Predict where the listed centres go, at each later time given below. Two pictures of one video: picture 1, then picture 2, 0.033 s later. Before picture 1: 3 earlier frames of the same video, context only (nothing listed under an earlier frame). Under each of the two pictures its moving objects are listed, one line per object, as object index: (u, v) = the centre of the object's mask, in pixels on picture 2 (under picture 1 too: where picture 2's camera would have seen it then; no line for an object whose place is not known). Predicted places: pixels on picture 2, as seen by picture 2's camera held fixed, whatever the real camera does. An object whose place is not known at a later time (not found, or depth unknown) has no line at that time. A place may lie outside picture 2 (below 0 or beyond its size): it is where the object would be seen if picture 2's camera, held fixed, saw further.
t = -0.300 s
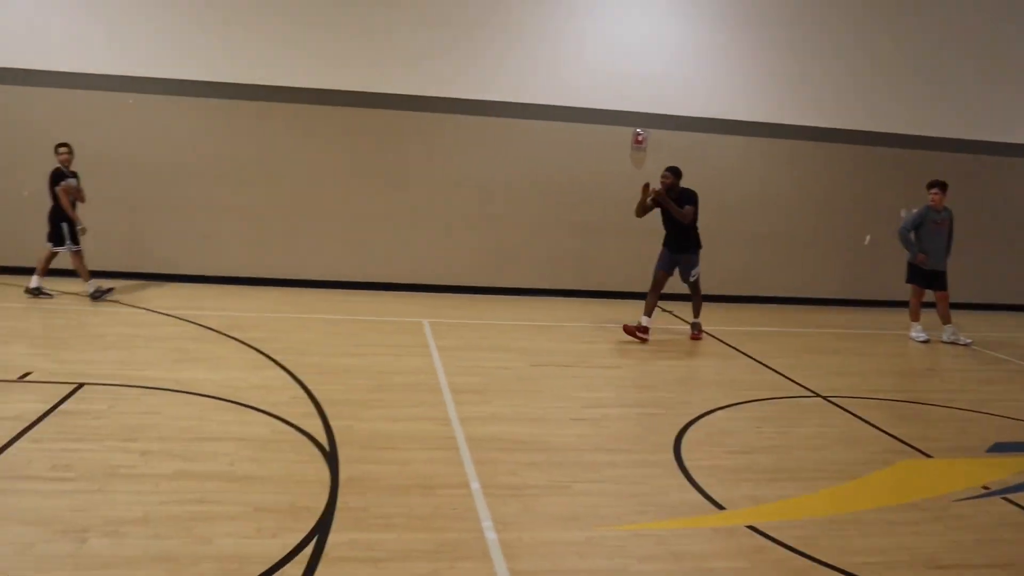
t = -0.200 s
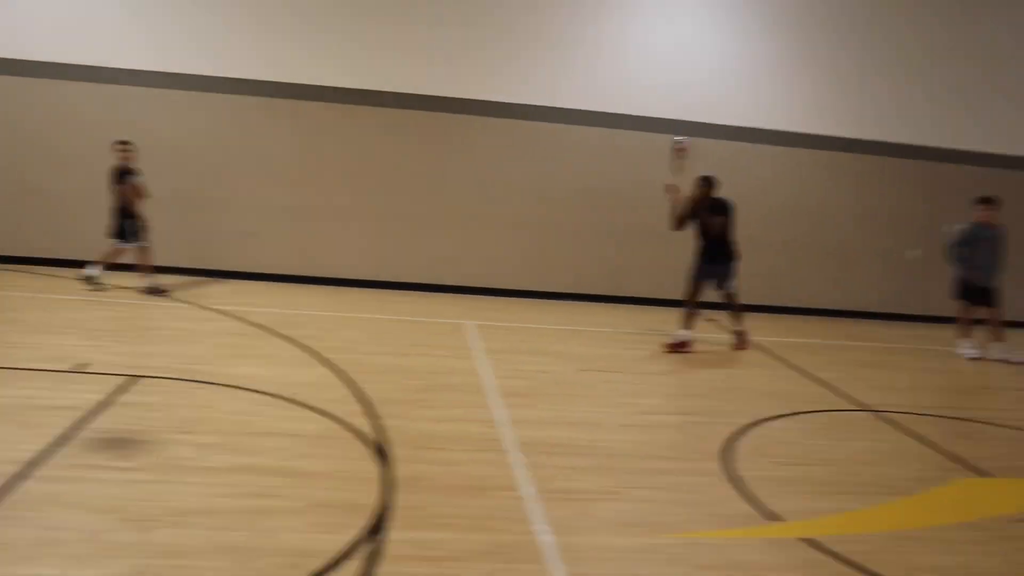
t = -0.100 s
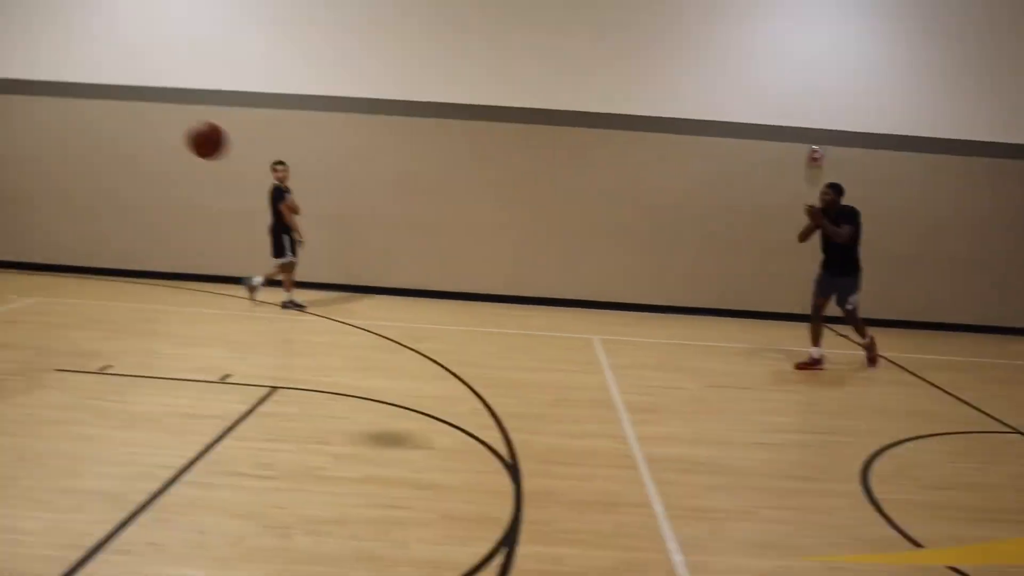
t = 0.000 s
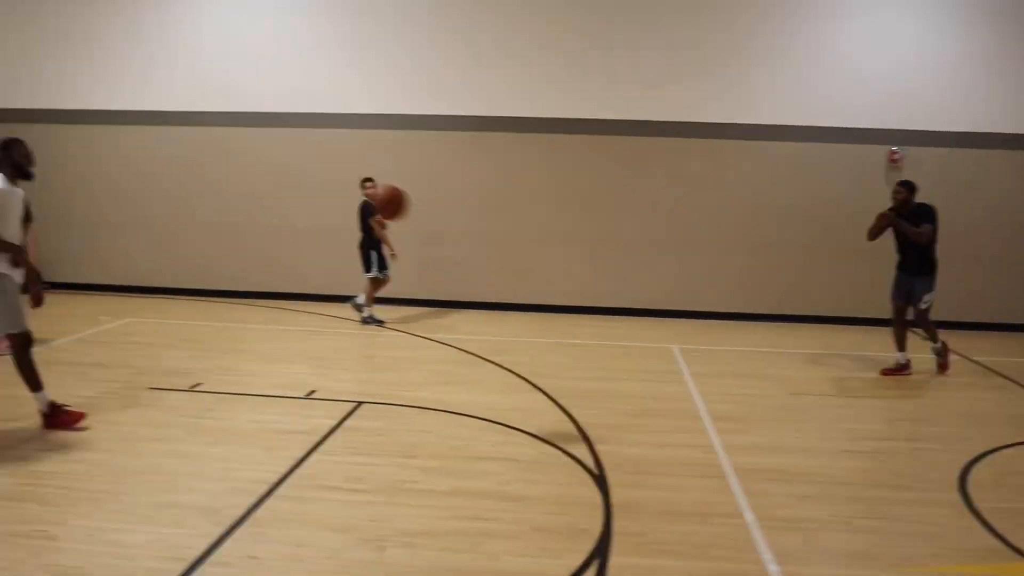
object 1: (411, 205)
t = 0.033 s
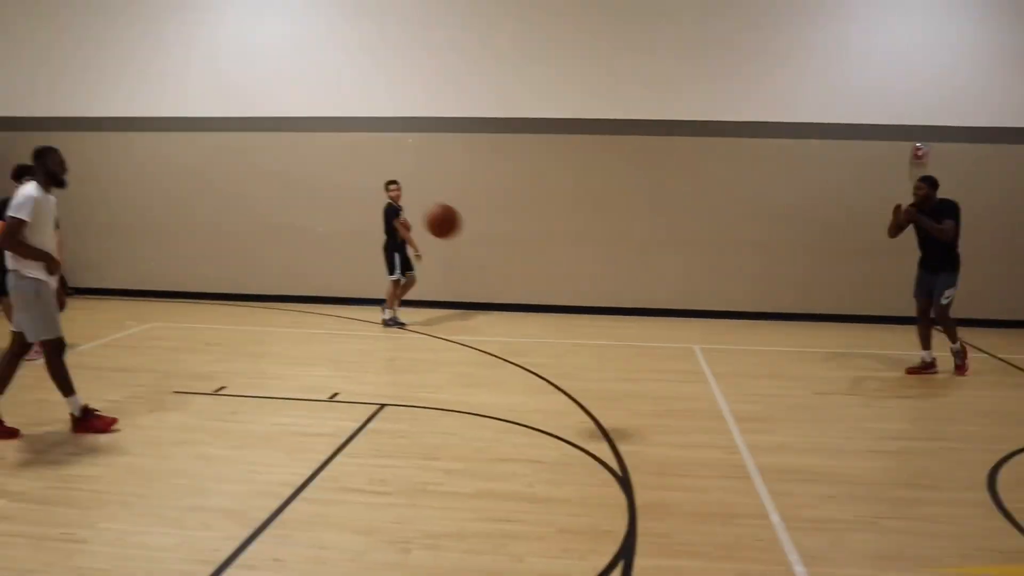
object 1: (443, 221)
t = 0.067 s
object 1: (476, 238)
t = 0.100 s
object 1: (506, 256)
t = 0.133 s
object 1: (535, 275)
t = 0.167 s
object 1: (564, 294)
